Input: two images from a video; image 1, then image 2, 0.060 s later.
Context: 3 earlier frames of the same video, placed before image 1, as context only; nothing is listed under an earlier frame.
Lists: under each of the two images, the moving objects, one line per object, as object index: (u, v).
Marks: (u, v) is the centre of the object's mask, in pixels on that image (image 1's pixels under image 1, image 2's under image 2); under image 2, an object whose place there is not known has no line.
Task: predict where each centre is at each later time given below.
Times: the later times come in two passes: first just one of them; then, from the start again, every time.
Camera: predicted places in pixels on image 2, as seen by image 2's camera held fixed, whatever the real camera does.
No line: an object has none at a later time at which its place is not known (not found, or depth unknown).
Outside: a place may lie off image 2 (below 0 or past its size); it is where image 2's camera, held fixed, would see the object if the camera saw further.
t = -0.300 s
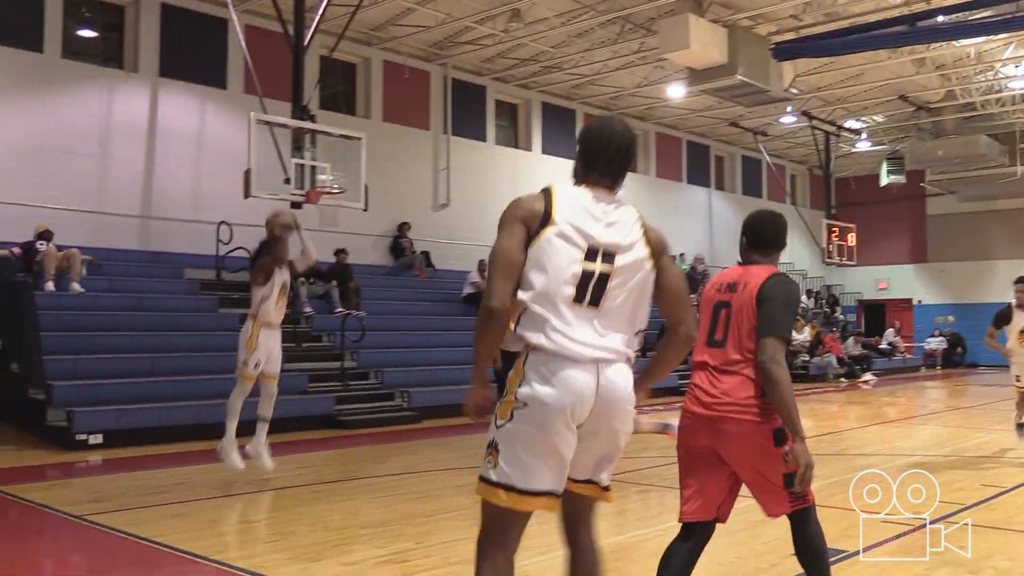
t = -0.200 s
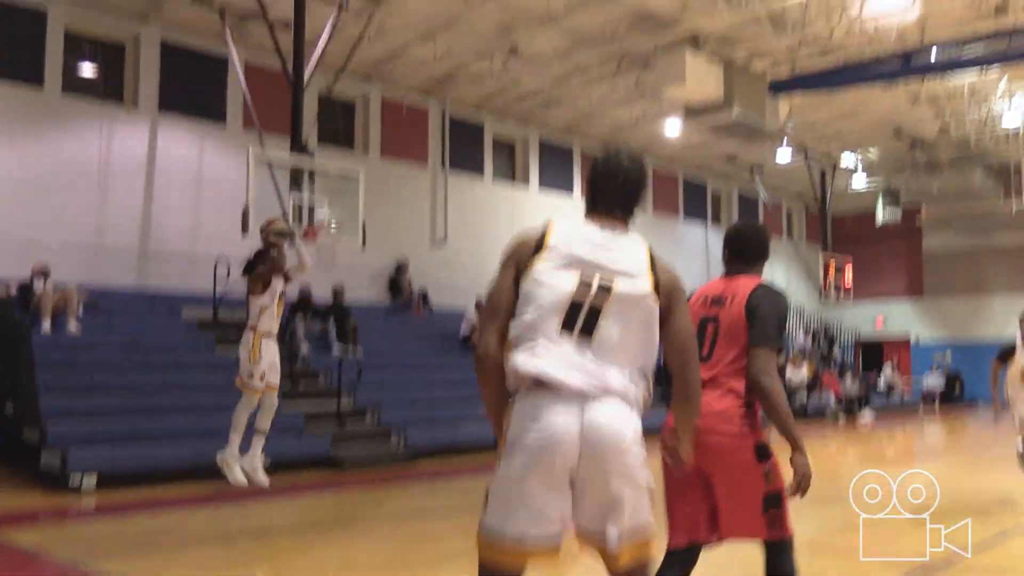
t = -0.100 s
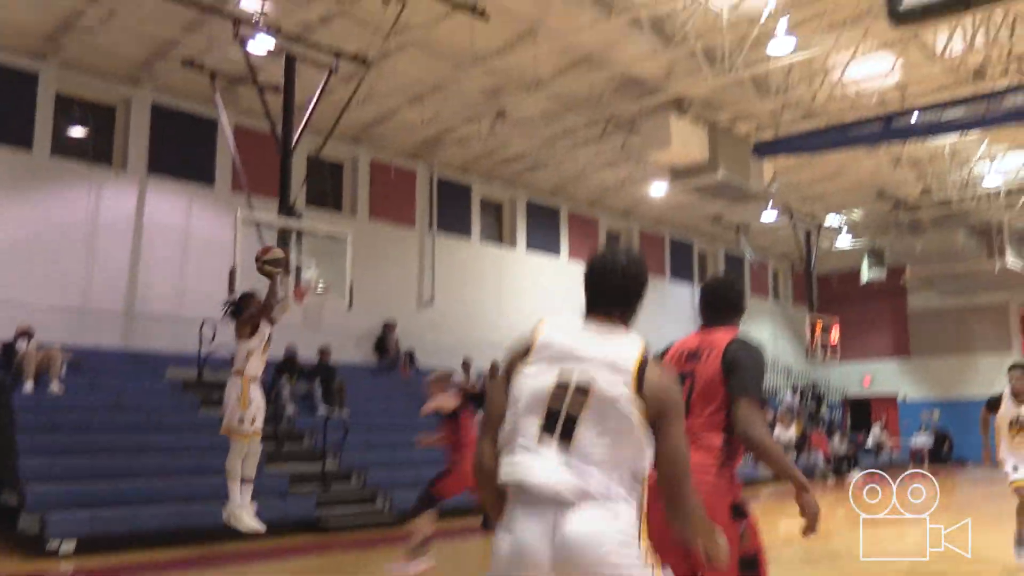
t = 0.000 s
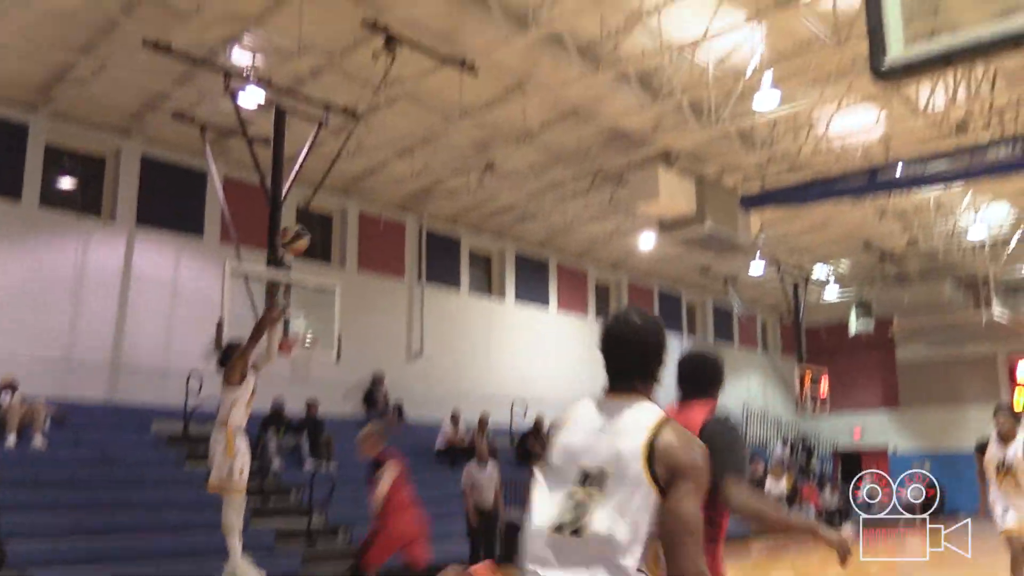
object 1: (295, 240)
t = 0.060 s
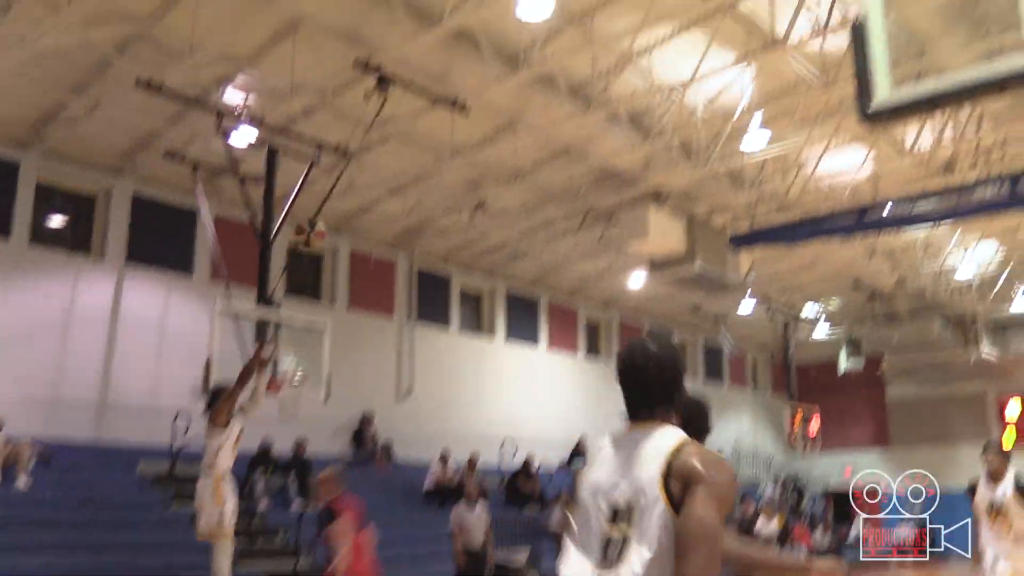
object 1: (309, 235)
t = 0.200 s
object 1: (376, 140)
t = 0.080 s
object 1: (320, 219)
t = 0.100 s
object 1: (328, 205)
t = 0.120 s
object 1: (336, 192)
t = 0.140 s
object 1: (345, 178)
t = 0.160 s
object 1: (357, 165)
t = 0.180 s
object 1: (367, 152)
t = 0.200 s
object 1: (376, 140)
